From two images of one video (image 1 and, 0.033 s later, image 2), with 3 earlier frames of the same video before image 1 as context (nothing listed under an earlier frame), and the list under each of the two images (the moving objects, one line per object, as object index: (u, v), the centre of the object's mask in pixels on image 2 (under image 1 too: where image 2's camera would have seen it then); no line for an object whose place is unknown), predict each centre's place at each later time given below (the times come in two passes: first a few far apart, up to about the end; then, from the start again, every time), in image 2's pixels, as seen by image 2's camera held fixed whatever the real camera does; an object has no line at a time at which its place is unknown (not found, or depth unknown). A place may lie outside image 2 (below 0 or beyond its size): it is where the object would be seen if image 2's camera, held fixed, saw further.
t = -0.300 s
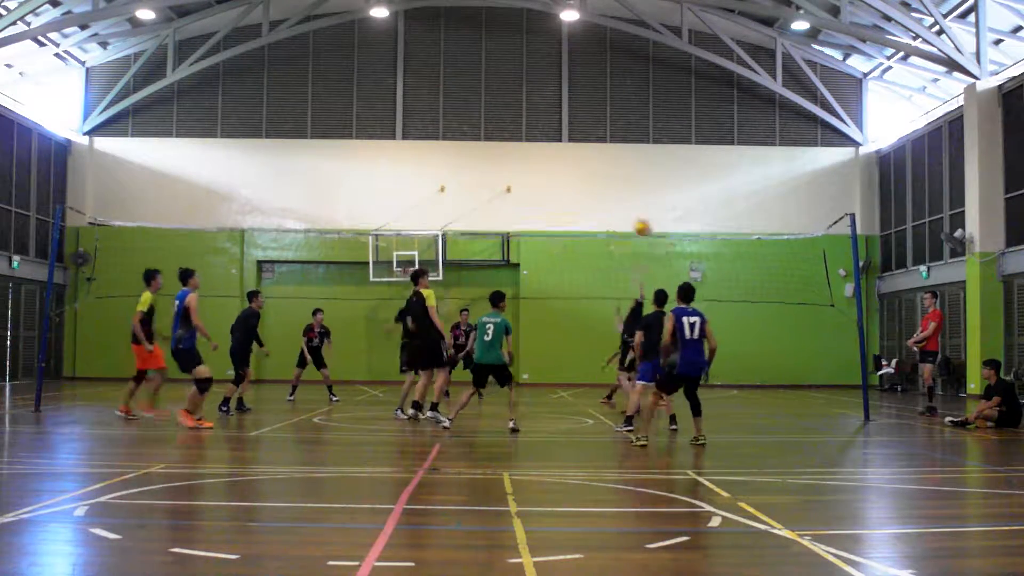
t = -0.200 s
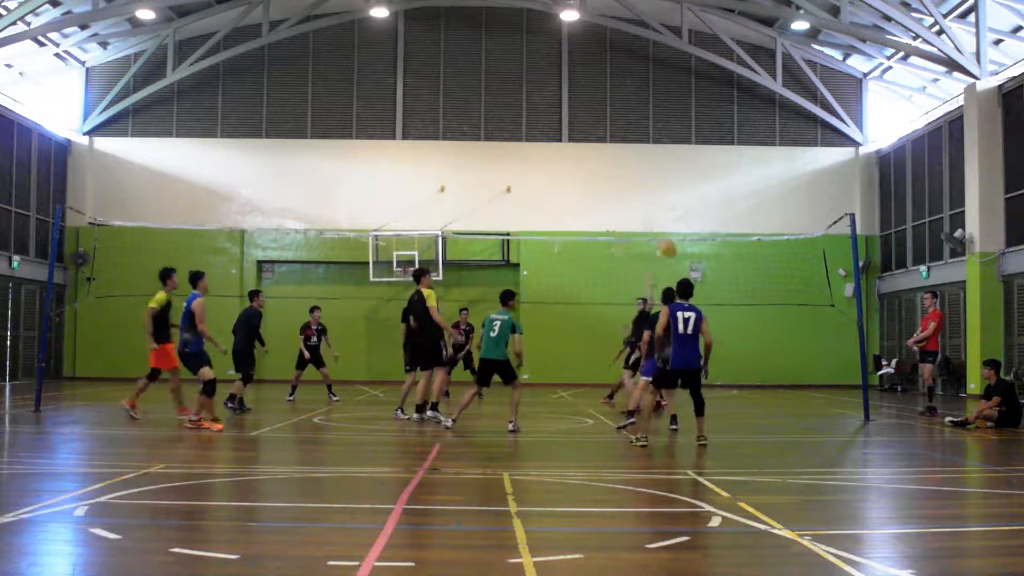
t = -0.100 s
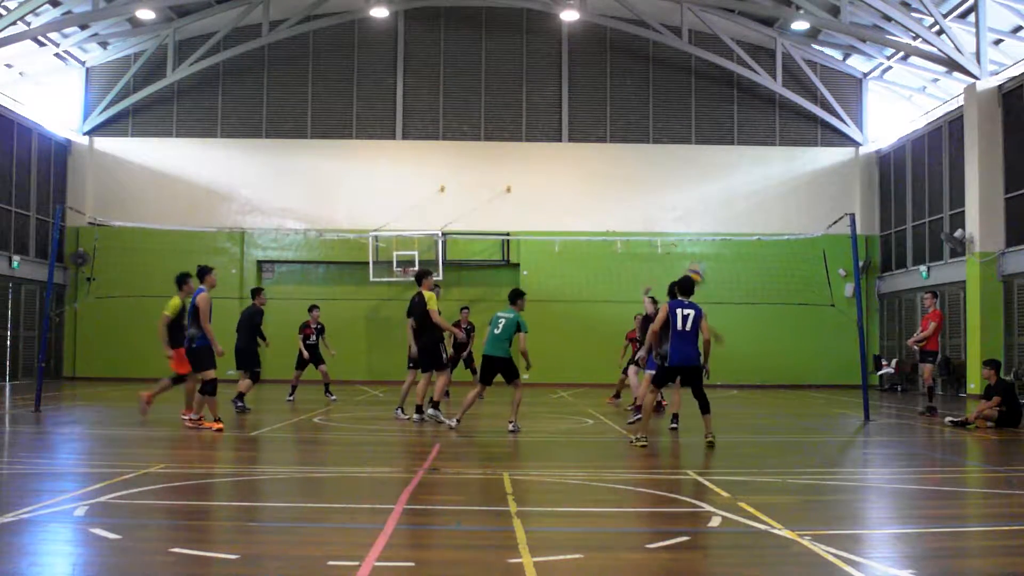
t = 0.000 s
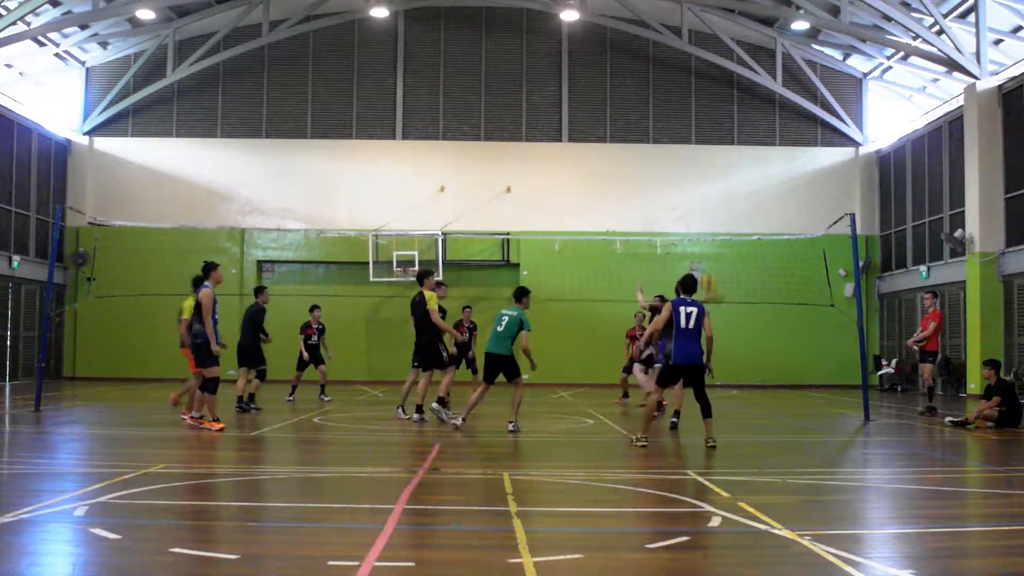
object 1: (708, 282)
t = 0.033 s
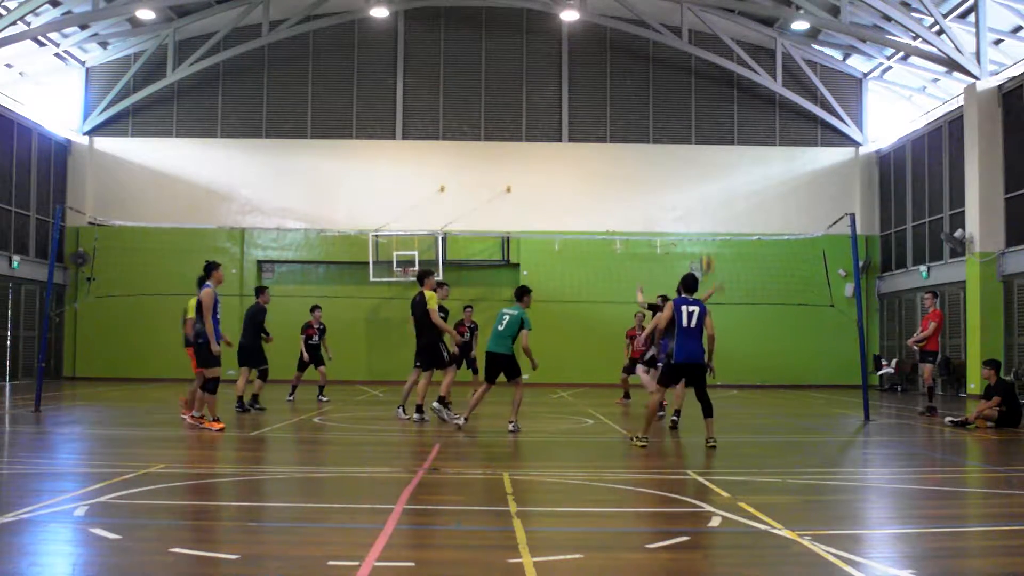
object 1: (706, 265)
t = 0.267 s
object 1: (690, 170)
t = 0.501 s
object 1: (677, 127)
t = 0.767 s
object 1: (664, 126)
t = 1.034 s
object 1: (653, 165)
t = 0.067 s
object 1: (704, 247)
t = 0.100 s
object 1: (702, 231)
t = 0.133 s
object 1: (699, 217)
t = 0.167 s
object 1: (697, 204)
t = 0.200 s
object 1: (695, 192)
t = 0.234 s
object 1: (692, 181)
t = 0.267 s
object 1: (690, 170)
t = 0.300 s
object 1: (688, 162)
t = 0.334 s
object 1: (687, 154)
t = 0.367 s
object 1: (684, 145)
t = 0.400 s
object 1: (683, 139)
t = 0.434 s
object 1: (681, 132)
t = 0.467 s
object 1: (678, 130)
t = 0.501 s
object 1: (677, 127)
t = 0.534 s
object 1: (675, 124)
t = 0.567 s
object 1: (673, 122)
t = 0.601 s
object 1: (672, 121)
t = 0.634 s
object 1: (671, 121)
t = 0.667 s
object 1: (670, 121)
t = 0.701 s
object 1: (667, 122)
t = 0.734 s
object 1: (665, 123)
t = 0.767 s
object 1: (664, 126)
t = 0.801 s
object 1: (663, 129)
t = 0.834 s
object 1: (662, 131)
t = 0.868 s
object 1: (661, 136)
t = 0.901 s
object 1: (659, 141)
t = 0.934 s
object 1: (657, 146)
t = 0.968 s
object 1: (656, 152)
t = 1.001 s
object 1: (654, 160)
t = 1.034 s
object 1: (653, 165)
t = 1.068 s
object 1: (652, 174)
